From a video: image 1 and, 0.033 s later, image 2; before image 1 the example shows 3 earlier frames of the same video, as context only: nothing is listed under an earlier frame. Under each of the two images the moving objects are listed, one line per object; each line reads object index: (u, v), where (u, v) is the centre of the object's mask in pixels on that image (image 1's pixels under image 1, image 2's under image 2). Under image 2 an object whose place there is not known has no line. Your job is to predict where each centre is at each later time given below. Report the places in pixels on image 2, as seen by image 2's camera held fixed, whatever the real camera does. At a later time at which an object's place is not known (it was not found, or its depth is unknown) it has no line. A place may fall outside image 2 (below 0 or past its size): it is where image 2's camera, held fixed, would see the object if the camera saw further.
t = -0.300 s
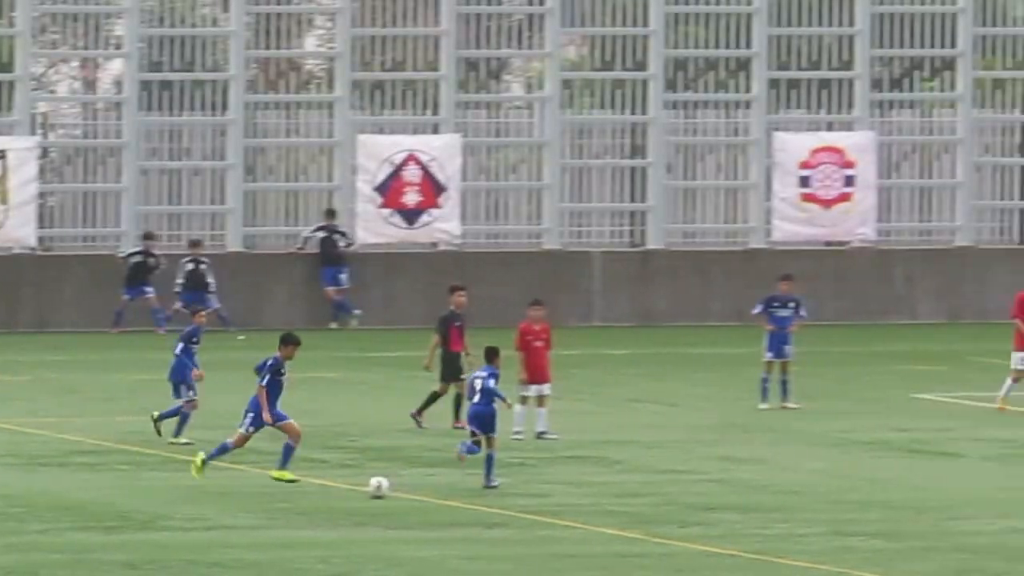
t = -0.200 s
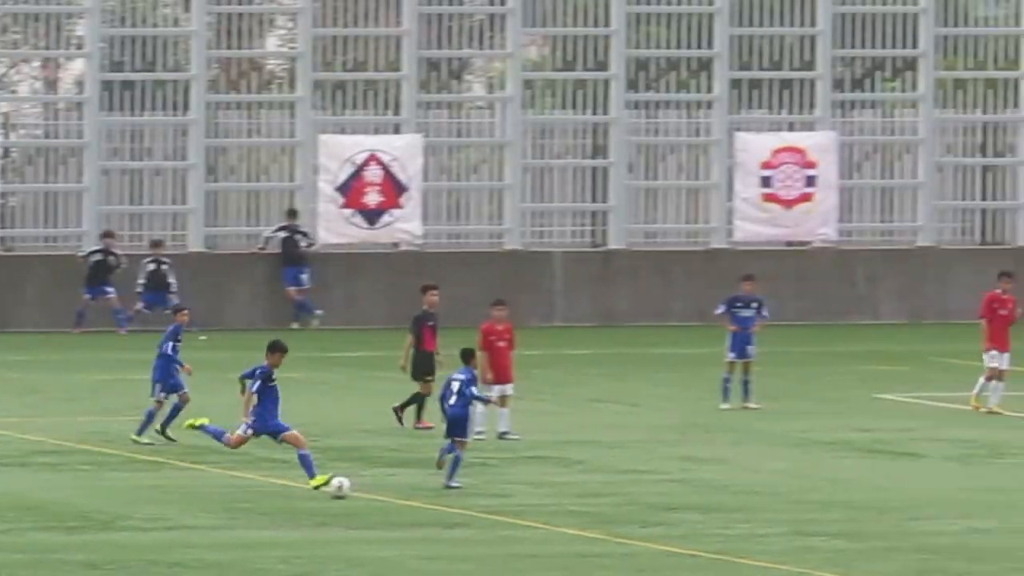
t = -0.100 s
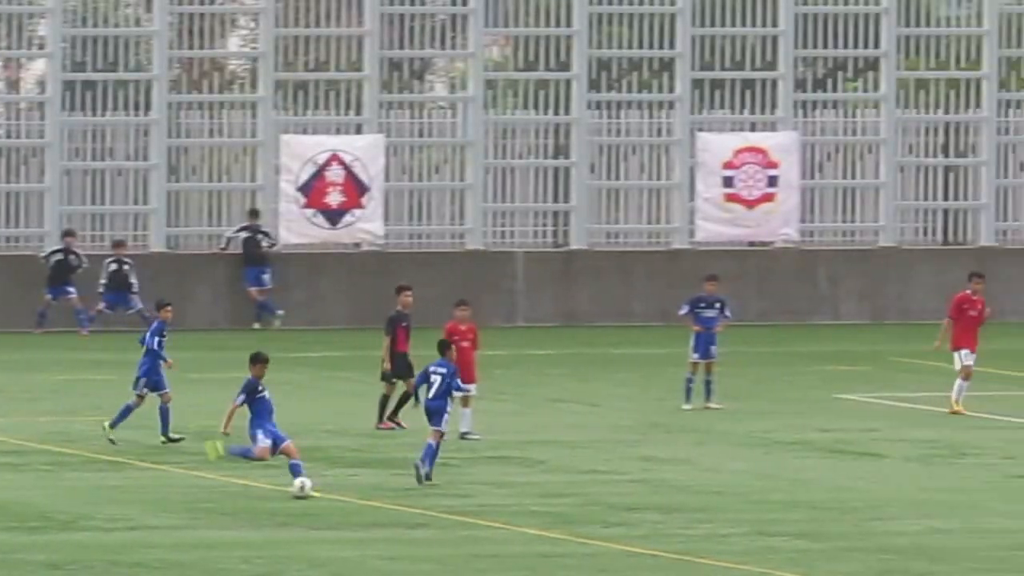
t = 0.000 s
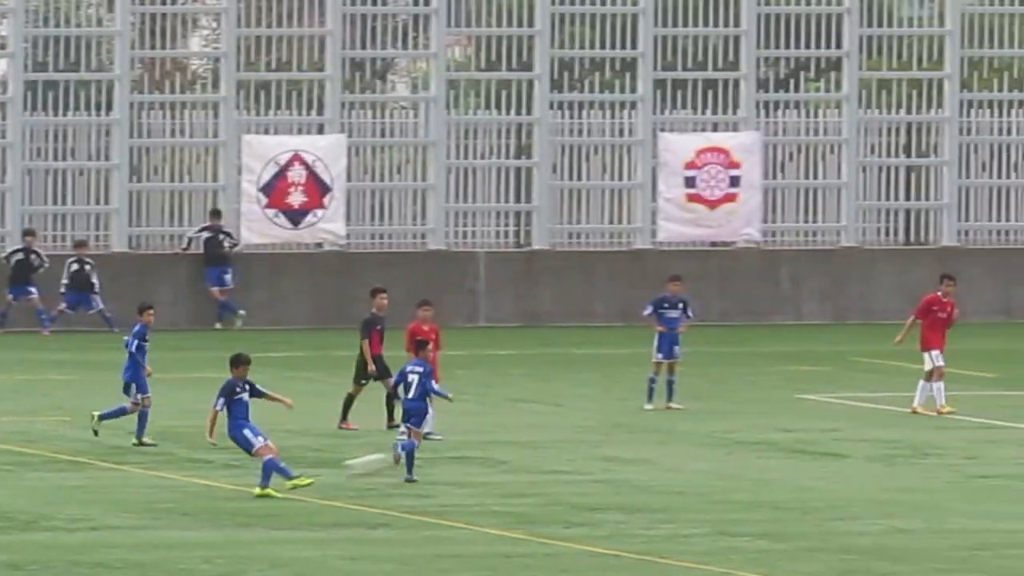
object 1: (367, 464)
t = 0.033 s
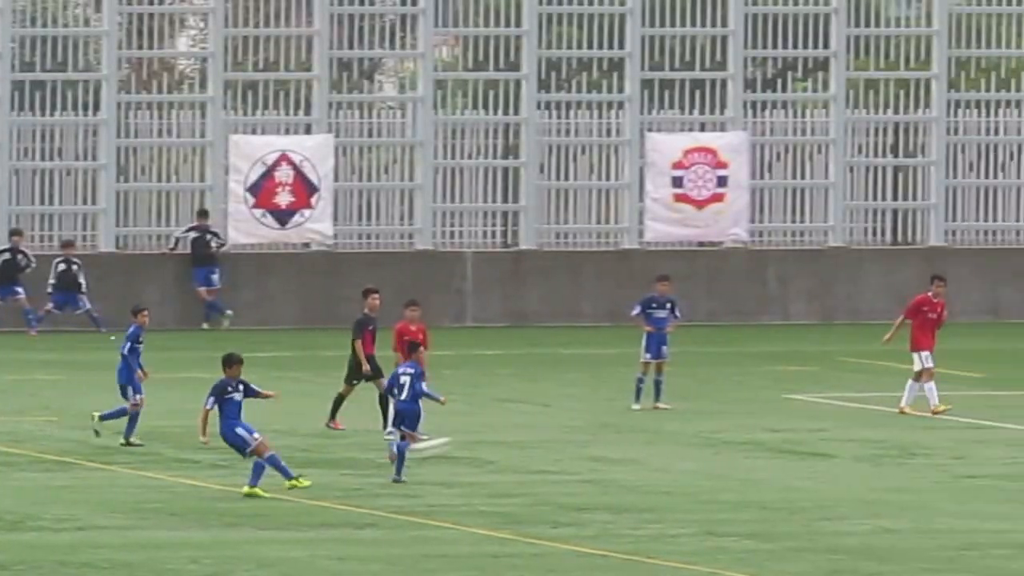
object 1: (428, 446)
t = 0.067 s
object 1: (506, 430)
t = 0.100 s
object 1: (582, 416)
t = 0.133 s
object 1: (655, 402)
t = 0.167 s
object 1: (728, 391)
